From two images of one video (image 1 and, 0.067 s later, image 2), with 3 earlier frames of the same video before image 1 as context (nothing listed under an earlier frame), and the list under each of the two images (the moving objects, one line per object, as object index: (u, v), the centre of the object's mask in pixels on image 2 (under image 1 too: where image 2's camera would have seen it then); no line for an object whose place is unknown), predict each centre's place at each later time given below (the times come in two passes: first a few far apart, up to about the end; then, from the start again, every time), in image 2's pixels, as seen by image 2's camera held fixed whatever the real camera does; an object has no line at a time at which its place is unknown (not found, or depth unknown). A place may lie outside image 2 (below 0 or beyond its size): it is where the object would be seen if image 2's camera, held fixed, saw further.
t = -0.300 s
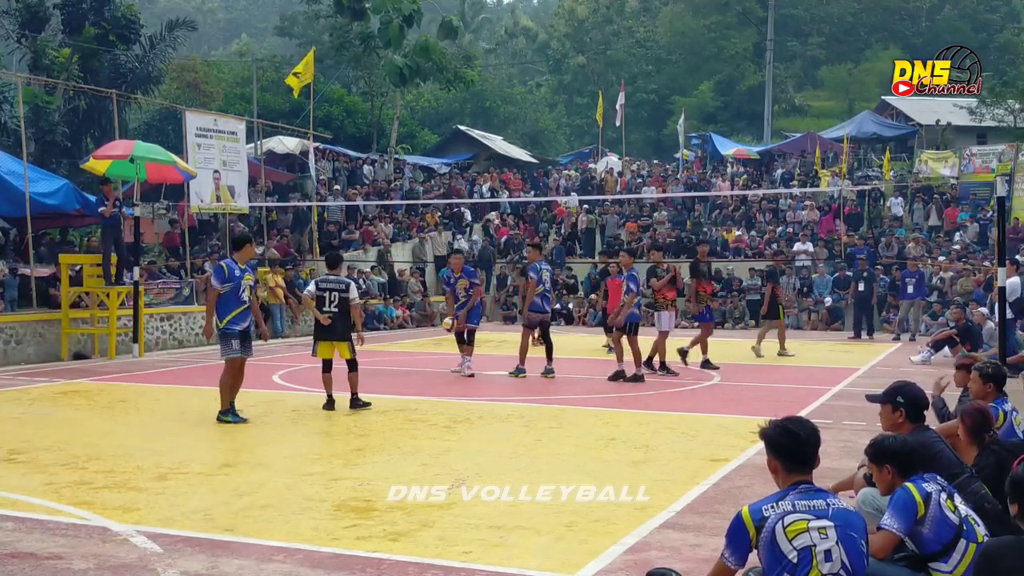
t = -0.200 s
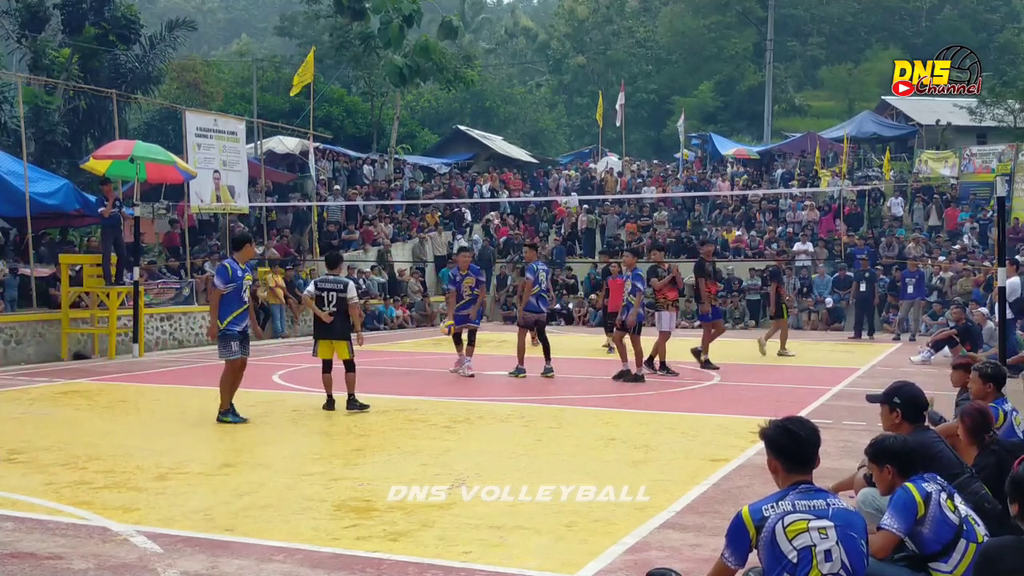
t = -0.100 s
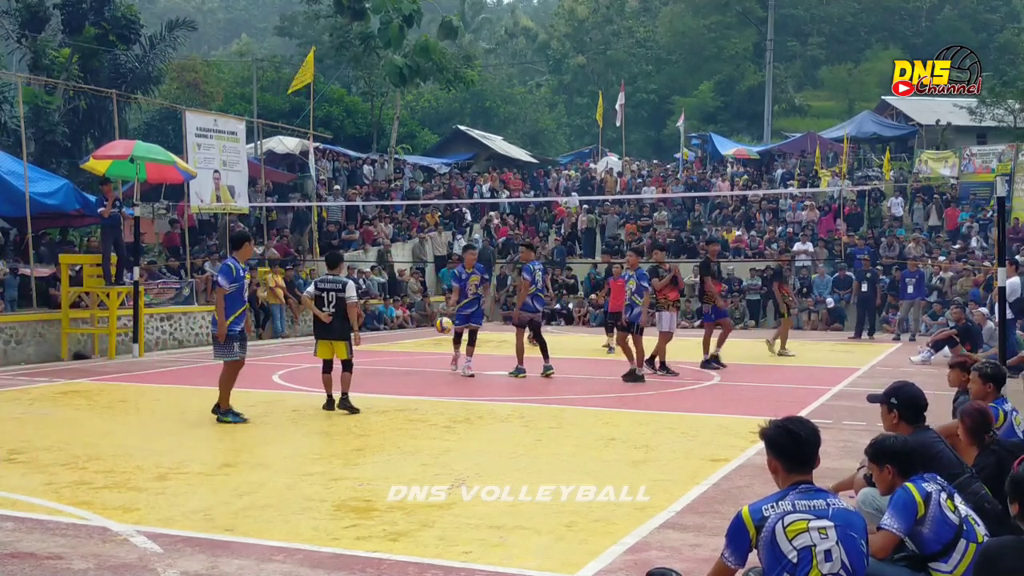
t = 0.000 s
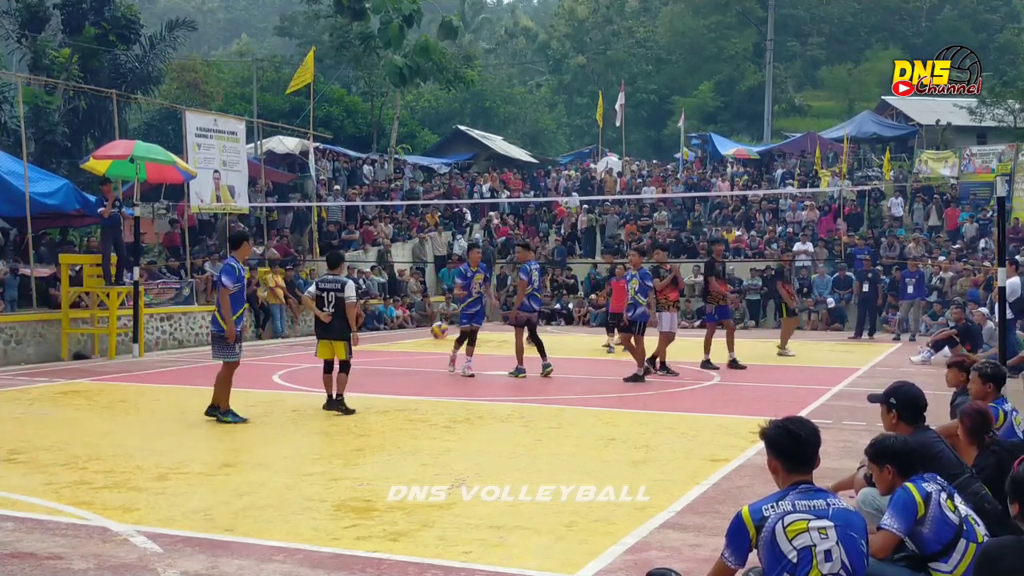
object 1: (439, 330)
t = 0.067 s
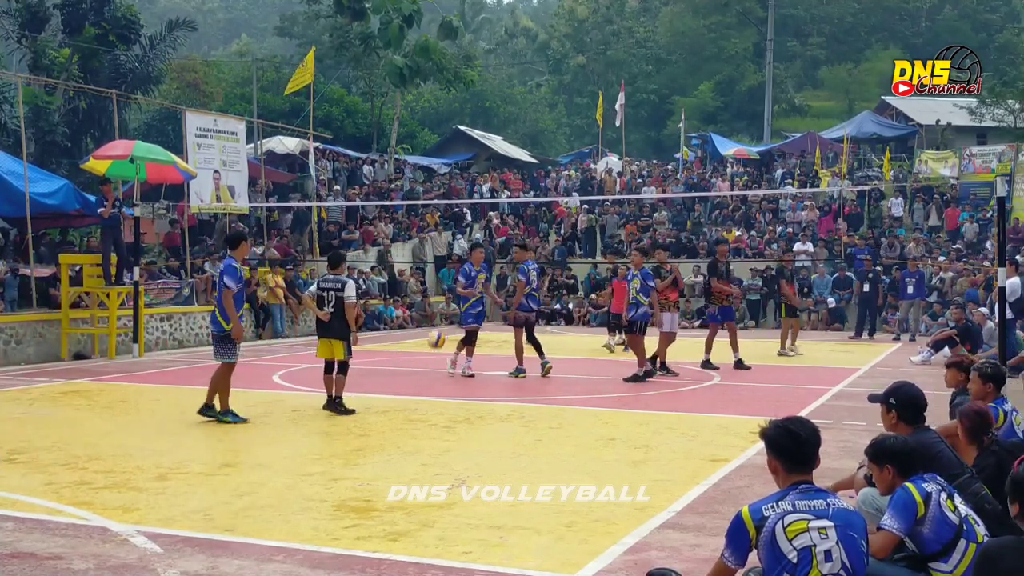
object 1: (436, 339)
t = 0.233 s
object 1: (427, 380)
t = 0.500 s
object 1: (417, 356)
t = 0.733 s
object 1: (406, 368)
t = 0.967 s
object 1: (394, 420)
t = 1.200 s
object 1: (381, 387)
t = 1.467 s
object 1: (361, 442)
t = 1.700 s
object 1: (339, 449)
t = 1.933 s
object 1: (311, 481)
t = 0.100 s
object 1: (435, 346)
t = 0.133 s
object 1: (433, 353)
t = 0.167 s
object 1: (431, 360)
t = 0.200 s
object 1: (429, 369)
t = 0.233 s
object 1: (427, 380)
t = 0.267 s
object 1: (425, 393)
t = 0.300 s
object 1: (424, 389)
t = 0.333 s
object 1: (423, 381)
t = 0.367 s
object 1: (422, 373)
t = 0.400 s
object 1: (420, 368)
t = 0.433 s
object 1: (419, 363)
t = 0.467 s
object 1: (418, 359)
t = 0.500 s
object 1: (417, 356)
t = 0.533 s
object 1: (415, 354)
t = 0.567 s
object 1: (414, 353)
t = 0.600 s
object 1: (412, 354)
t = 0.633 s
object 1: (411, 355)
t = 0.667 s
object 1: (409, 359)
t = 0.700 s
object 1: (408, 362)
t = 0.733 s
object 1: (406, 368)
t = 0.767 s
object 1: (404, 375)
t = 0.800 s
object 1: (403, 382)
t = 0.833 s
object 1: (401, 393)
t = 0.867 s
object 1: (399, 403)
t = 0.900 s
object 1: (397, 417)
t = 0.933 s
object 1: (395, 429)
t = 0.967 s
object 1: (394, 420)
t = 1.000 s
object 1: (392, 411)
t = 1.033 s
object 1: (390, 404)
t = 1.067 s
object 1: (388, 398)
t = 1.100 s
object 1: (386, 393)
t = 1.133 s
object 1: (385, 390)
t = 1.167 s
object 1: (383, 388)
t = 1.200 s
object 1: (381, 387)
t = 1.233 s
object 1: (379, 388)
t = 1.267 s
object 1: (376, 390)
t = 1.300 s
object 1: (374, 394)
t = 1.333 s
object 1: (371, 400)
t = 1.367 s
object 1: (369, 408)
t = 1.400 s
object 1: (367, 416)
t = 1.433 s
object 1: (364, 427)
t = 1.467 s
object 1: (361, 442)
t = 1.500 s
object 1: (359, 456)
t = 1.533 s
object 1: (356, 476)
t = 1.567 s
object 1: (353, 472)
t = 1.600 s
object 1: (349, 464)
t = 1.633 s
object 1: (346, 457)
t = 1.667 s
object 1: (343, 452)
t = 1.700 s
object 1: (339, 449)
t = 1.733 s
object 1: (336, 448)
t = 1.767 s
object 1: (332, 447)
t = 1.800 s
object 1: (328, 450)
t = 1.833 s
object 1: (324, 454)
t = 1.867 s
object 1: (320, 461)
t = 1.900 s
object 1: (315, 469)
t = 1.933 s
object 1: (311, 481)
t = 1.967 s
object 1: (306, 495)
